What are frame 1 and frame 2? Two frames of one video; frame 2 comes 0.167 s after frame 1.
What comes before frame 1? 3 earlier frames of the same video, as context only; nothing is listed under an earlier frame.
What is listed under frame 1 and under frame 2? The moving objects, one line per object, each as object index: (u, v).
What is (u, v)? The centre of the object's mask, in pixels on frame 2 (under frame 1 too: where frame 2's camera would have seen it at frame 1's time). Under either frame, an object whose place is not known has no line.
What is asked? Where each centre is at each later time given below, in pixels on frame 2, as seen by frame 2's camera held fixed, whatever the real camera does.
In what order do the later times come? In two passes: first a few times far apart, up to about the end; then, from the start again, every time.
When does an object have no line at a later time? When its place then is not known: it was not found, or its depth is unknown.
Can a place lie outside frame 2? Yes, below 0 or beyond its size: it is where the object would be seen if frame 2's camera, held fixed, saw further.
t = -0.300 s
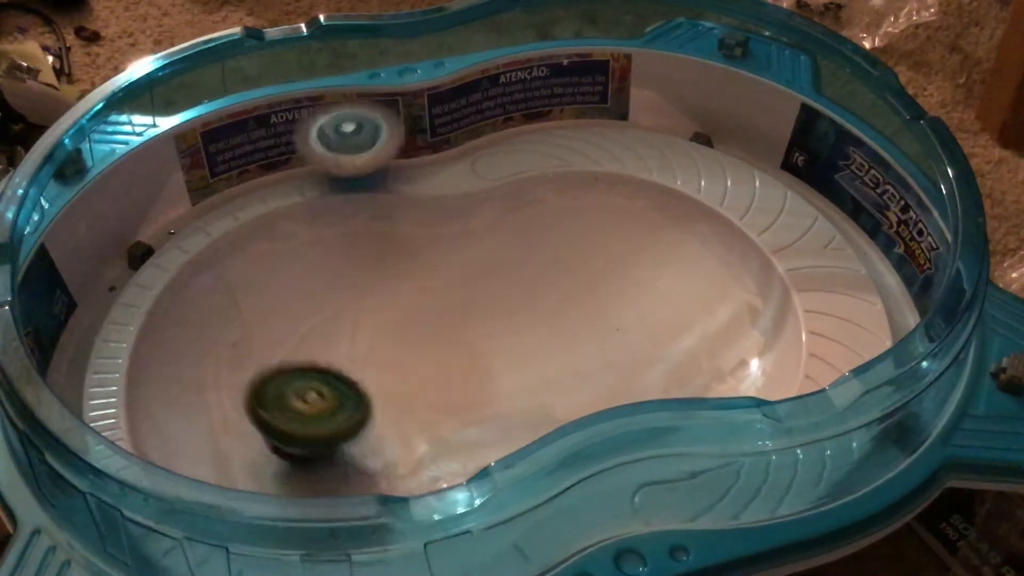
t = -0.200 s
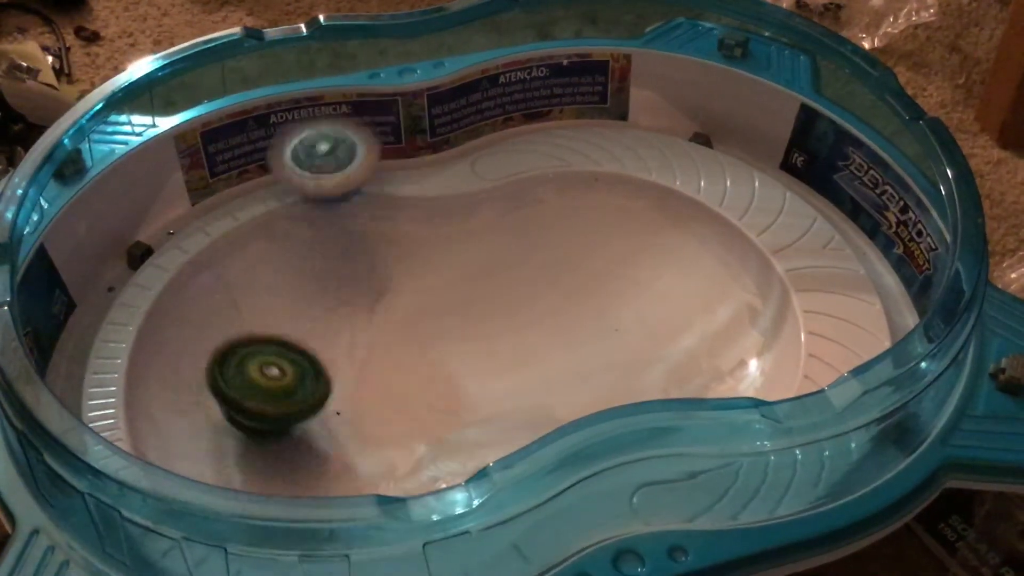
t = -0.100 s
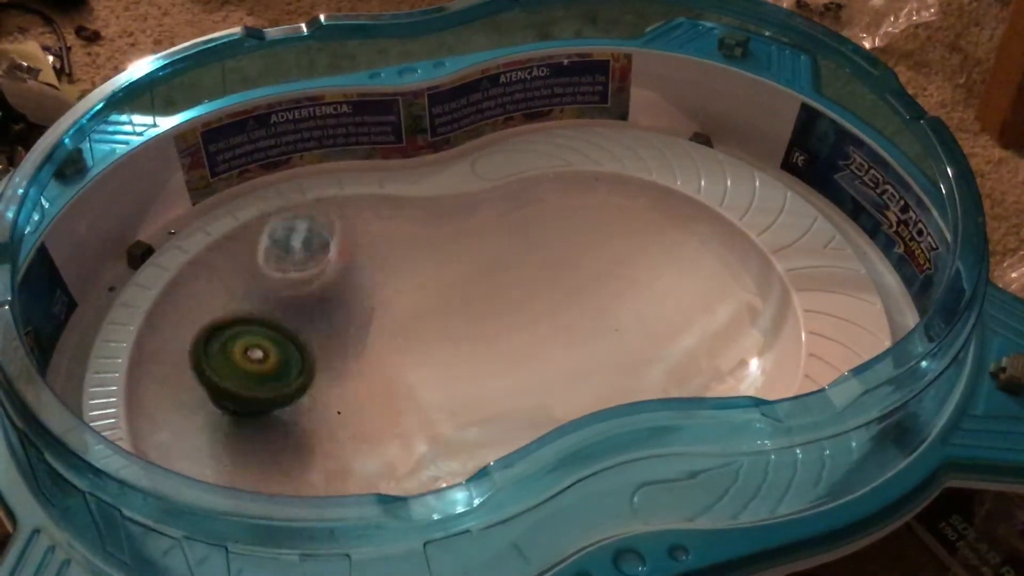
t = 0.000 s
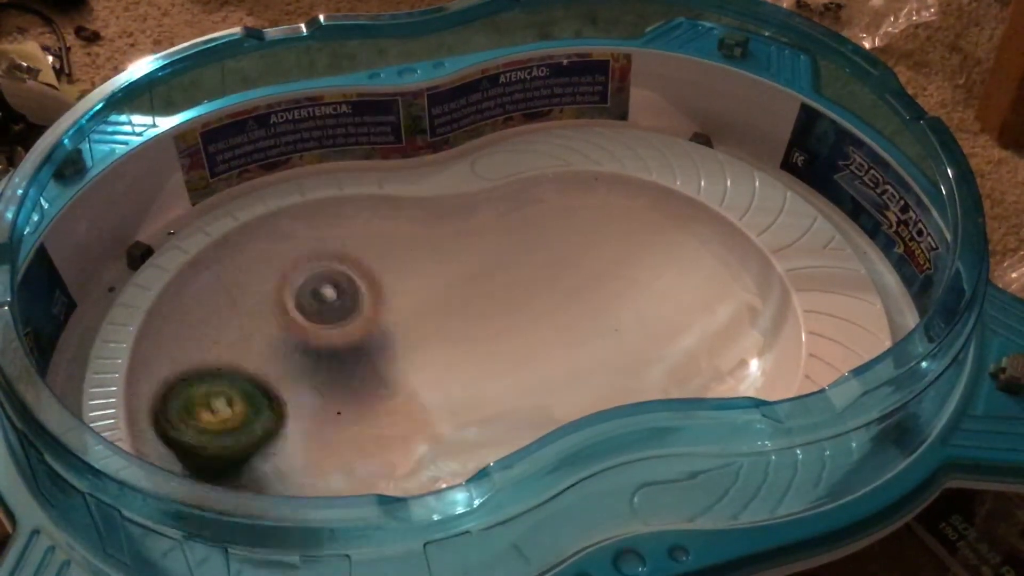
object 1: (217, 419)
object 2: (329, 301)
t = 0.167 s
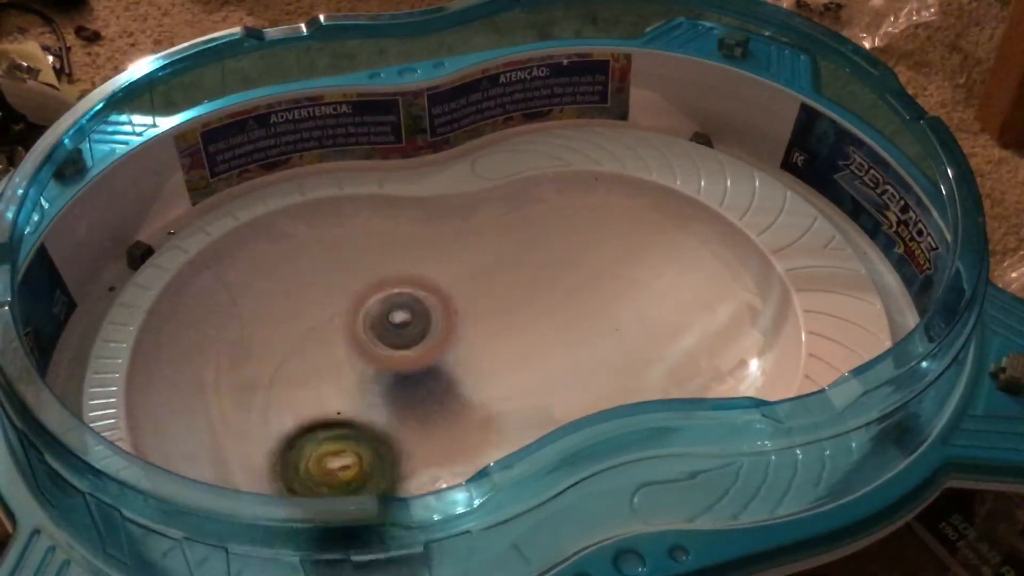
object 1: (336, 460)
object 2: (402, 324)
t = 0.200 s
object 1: (369, 456)
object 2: (419, 322)
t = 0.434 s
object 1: (406, 396)
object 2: (658, 271)
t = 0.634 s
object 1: (322, 391)
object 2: (667, 227)
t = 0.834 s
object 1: (291, 405)
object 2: (595, 321)
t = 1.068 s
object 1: (352, 383)
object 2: (762, 342)
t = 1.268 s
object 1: (398, 330)
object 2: (562, 263)
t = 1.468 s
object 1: (236, 381)
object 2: (449, 308)
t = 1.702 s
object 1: (295, 470)
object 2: (398, 381)
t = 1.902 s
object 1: (409, 458)
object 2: (439, 362)
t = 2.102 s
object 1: (405, 414)
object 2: (449, 290)
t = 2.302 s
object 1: (343, 367)
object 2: (375, 266)
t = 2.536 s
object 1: (263, 405)
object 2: (313, 266)
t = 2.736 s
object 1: (290, 443)
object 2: (413, 358)
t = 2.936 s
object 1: (376, 446)
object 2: (670, 367)
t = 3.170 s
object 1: (448, 363)
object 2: (666, 221)
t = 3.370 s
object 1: (396, 354)
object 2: (534, 281)
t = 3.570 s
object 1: (287, 383)
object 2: (547, 338)
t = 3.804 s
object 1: (279, 402)
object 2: (627, 368)
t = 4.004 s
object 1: (372, 389)
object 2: (658, 336)
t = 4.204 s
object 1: (473, 369)
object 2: (583, 292)
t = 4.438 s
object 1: (574, 373)
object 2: (447, 281)
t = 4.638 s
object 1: (636, 365)
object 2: (320, 335)
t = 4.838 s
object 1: (658, 332)
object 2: (305, 445)
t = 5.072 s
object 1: (621, 271)
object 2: (447, 424)
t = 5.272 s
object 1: (575, 255)
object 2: (466, 340)
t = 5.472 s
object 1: (536, 280)
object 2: (389, 285)
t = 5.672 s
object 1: (493, 327)
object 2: (296, 320)
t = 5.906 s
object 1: (442, 363)
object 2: (319, 443)
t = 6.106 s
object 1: (466, 352)
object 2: (390, 469)
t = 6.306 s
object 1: (495, 343)
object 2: (394, 415)
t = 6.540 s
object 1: (531, 337)
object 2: (297, 363)
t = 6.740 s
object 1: (549, 349)
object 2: (290, 352)
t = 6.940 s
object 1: (542, 348)
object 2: (368, 333)
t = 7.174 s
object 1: (564, 345)
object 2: (403, 322)
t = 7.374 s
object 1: (605, 361)
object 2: (398, 356)
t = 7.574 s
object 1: (612, 355)
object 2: (392, 399)
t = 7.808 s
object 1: (610, 313)
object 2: (373, 423)
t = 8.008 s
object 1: (623, 286)
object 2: (360, 408)
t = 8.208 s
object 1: (619, 285)
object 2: (361, 370)
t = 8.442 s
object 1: (582, 310)
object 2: (365, 333)
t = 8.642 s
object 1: (523, 312)
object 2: (369, 332)
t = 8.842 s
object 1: (464, 298)
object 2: (377, 371)
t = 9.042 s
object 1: (441, 309)
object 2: (358, 430)
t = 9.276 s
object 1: (404, 355)
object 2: (372, 440)
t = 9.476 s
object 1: (399, 318)
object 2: (347, 421)
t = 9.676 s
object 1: (414, 331)
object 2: (314, 391)
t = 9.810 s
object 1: (425, 364)
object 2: (295, 378)
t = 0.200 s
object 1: (369, 456)
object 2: (419, 322)
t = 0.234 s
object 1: (396, 448)
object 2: (437, 322)
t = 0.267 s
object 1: (419, 431)
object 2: (458, 322)
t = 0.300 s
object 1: (429, 409)
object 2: (484, 322)
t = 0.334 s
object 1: (425, 410)
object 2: (533, 302)
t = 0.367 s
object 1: (418, 407)
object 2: (581, 289)
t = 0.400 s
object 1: (413, 402)
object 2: (623, 281)
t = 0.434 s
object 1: (406, 396)
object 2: (658, 271)
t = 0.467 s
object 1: (395, 392)
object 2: (691, 252)
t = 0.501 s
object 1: (380, 391)
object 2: (706, 237)
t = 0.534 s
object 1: (363, 390)
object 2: (716, 218)
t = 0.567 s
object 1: (349, 389)
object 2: (710, 213)
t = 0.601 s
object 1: (334, 390)
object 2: (694, 218)
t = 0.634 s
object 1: (322, 391)
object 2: (667, 227)
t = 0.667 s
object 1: (311, 392)
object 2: (640, 232)
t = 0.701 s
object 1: (302, 394)
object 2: (618, 242)
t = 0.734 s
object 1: (295, 396)
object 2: (604, 253)
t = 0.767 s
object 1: (291, 399)
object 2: (592, 274)
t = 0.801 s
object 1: (289, 402)
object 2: (589, 298)
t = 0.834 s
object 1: (291, 405)
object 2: (595, 321)
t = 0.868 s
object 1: (295, 406)
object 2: (610, 347)
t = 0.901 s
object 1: (303, 406)
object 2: (633, 362)
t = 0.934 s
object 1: (311, 404)
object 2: (664, 368)
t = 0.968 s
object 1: (322, 401)
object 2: (695, 371)
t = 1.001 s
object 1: (332, 396)
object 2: (736, 366)
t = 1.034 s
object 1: (342, 390)
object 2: (758, 355)
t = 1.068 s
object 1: (352, 383)
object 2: (762, 342)
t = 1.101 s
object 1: (362, 375)
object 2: (753, 323)
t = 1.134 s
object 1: (371, 367)
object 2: (730, 300)
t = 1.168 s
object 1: (379, 356)
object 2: (695, 284)
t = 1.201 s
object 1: (386, 346)
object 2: (651, 271)
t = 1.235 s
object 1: (394, 337)
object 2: (607, 263)
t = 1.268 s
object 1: (398, 330)
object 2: (562, 263)
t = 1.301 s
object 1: (402, 324)
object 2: (512, 270)
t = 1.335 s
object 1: (375, 324)
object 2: (493, 273)
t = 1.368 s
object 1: (331, 338)
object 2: (490, 276)
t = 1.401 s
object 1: (289, 354)
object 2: (480, 285)
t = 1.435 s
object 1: (260, 367)
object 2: (466, 296)
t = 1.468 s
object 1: (236, 381)
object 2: (449, 308)
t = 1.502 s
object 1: (218, 396)
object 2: (433, 319)
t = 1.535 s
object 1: (206, 415)
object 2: (421, 329)
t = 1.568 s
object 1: (204, 429)
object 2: (414, 338)
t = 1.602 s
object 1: (216, 444)
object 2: (410, 348)
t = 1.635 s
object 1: (233, 456)
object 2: (403, 360)
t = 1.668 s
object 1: (265, 466)
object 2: (398, 370)
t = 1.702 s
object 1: (295, 470)
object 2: (398, 381)
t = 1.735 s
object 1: (325, 470)
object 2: (397, 390)
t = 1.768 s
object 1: (352, 469)
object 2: (401, 393)
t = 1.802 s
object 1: (365, 470)
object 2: (416, 383)
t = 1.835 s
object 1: (379, 469)
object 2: (426, 375)
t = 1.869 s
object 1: (395, 464)
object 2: (432, 368)
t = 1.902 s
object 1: (409, 458)
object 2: (439, 362)
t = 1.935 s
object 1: (422, 450)
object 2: (444, 355)
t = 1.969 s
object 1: (425, 441)
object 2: (451, 345)
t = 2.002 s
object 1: (419, 439)
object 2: (459, 327)
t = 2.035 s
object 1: (415, 433)
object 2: (460, 311)
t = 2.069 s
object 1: (411, 422)
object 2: (455, 298)
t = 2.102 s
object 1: (405, 414)
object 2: (449, 290)
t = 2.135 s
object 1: (398, 405)
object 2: (436, 282)
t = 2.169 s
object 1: (388, 397)
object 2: (422, 276)
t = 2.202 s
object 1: (377, 389)
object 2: (410, 271)
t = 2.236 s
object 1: (365, 381)
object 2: (400, 266)
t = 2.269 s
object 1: (355, 373)
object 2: (390, 266)
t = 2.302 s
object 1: (343, 367)
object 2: (375, 266)
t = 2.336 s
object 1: (332, 361)
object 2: (366, 265)
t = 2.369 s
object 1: (311, 369)
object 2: (364, 252)
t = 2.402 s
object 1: (291, 377)
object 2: (360, 240)
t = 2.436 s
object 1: (281, 383)
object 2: (348, 236)
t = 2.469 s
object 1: (271, 389)
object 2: (330, 240)
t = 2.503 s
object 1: (263, 397)
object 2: (318, 253)
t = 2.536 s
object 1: (263, 405)
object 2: (313, 266)
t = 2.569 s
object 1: (261, 410)
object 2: (313, 284)
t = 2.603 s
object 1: (263, 414)
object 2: (321, 304)
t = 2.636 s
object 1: (271, 418)
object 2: (333, 326)
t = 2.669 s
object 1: (284, 422)
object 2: (350, 339)
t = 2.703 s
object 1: (286, 435)
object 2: (380, 350)
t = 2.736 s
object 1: (290, 443)
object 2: (413, 358)
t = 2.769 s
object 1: (303, 448)
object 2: (446, 364)
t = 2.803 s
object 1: (317, 452)
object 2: (485, 372)
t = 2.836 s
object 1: (331, 453)
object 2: (527, 375)
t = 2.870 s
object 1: (344, 452)
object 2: (574, 374)
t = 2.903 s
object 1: (361, 450)
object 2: (617, 371)
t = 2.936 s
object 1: (376, 446)
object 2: (670, 367)
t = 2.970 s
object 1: (392, 439)
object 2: (717, 358)
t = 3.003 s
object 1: (403, 425)
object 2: (753, 342)
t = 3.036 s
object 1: (415, 412)
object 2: (769, 302)
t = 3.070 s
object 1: (425, 399)
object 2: (765, 273)
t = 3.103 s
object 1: (434, 387)
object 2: (741, 249)
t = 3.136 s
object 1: (442, 375)
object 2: (705, 230)
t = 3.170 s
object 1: (448, 363)
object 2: (666, 221)
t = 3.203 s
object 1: (455, 354)
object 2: (627, 226)
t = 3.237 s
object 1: (459, 344)
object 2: (586, 234)
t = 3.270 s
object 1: (464, 336)
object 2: (552, 247)
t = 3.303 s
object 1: (445, 335)
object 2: (539, 267)
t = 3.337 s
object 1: (418, 345)
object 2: (537, 273)
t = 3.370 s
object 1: (396, 354)
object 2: (534, 281)
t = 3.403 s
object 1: (371, 360)
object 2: (532, 290)
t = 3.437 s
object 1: (352, 364)
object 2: (531, 300)
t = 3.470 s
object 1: (334, 370)
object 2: (534, 309)
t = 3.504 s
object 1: (316, 375)
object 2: (536, 320)
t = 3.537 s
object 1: (297, 380)
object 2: (541, 329)
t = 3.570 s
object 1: (287, 383)
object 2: (547, 338)
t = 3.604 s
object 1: (274, 385)
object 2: (555, 347)
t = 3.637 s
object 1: (266, 388)
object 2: (565, 355)
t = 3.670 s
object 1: (262, 391)
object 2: (577, 362)
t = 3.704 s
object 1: (261, 395)
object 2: (588, 365)
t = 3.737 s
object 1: (260, 396)
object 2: (600, 367)
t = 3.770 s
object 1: (270, 398)
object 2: (613, 368)
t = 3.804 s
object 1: (279, 402)
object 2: (627, 368)
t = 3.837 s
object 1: (291, 402)
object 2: (639, 367)
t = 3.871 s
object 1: (305, 400)
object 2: (651, 364)
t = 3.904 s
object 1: (321, 399)
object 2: (659, 361)
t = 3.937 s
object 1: (337, 397)
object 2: (663, 356)
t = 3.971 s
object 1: (355, 391)
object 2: (662, 347)
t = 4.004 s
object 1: (372, 389)
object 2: (658, 336)
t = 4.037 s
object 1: (389, 383)
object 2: (650, 325)
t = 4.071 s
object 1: (405, 378)
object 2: (639, 317)
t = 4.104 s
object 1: (424, 373)
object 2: (627, 309)
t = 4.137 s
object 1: (440, 371)
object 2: (614, 303)
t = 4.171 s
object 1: (457, 368)
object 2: (600, 296)
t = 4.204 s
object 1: (473, 369)
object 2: (583, 292)
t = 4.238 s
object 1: (489, 365)
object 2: (568, 289)
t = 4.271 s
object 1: (507, 367)
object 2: (551, 283)
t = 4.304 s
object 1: (520, 367)
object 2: (534, 279)
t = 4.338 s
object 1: (533, 369)
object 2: (511, 276)
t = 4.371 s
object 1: (549, 372)
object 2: (492, 277)
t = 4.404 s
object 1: (562, 374)
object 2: (470, 276)
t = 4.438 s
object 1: (574, 373)
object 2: (447, 281)
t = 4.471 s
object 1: (588, 374)
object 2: (422, 285)
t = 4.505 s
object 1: (597, 372)
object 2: (400, 292)
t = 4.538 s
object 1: (609, 372)
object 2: (376, 298)
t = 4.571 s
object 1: (618, 370)
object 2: (356, 309)
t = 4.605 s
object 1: (629, 368)
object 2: (337, 318)
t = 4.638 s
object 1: (636, 365)
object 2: (320, 335)
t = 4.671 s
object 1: (643, 362)
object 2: (309, 350)
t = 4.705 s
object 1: (649, 359)
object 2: (298, 368)
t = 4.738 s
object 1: (654, 354)
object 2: (294, 387)
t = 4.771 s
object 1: (657, 349)
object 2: (291, 409)
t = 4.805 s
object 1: (658, 340)
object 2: (295, 425)
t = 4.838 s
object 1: (658, 332)
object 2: (305, 445)
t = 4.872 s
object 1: (656, 322)
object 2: (323, 454)
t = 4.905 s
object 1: (653, 313)
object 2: (349, 460)
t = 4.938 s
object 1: (648, 303)
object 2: (377, 461)
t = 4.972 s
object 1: (643, 295)
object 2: (404, 457)
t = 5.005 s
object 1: (636, 285)
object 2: (422, 451)
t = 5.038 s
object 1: (629, 277)
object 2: (436, 440)
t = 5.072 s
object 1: (621, 271)
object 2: (447, 424)
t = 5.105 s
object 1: (613, 265)
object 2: (458, 409)
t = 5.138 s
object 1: (606, 261)
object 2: (467, 395)
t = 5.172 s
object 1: (597, 257)
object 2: (474, 380)
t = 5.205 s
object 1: (590, 256)
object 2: (475, 366)
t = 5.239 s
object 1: (582, 254)
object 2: (471, 354)
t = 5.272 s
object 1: (575, 255)
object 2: (466, 340)
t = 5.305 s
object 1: (568, 257)
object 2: (459, 326)
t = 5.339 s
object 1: (562, 259)
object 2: (450, 315)
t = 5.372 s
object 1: (555, 263)
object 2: (440, 306)
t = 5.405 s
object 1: (549, 268)
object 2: (423, 298)
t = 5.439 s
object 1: (543, 274)
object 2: (406, 292)
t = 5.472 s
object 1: (536, 280)
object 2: (389, 285)
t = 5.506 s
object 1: (530, 288)
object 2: (371, 280)
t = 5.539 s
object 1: (523, 295)
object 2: (356, 277)
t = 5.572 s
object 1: (517, 303)
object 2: (340, 282)
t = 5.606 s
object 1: (509, 311)
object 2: (322, 290)
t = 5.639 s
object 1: (502, 319)
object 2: (307, 302)
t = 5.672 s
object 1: (493, 327)
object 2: (296, 320)
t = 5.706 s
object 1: (484, 335)
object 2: (291, 337)
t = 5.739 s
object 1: (472, 344)
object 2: (289, 356)
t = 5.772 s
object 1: (462, 350)
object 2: (293, 373)
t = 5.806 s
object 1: (450, 357)
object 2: (304, 394)
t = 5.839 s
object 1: (437, 363)
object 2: (317, 408)
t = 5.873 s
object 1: (431, 365)
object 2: (323, 421)
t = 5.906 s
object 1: (442, 363)
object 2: (319, 443)
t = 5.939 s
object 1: (447, 361)
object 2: (323, 453)
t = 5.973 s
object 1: (452, 359)
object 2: (331, 461)
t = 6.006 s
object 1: (454, 357)
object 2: (341, 468)
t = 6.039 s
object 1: (458, 355)
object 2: (356, 470)
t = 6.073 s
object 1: (462, 353)
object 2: (373, 471)
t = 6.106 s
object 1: (466, 352)
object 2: (390, 469)
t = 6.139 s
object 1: (468, 352)
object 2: (401, 464)
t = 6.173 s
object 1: (471, 351)
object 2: (413, 458)
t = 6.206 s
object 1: (475, 351)
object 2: (421, 448)
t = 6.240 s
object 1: (477, 349)
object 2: (420, 435)
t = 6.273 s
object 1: (487, 344)
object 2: (410, 424)
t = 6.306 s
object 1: (495, 343)
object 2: (394, 415)
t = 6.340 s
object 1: (498, 342)
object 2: (380, 407)
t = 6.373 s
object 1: (501, 337)
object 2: (364, 399)
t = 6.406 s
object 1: (509, 335)
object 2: (350, 390)
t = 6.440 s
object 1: (517, 336)
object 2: (333, 383)
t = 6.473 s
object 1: (520, 337)
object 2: (321, 375)
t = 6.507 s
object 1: (524, 337)
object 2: (307, 369)
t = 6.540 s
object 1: (531, 337)
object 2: (297, 363)
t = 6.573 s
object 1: (538, 340)
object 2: (289, 358)
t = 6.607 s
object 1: (539, 343)
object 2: (283, 355)
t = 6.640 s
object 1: (541, 344)
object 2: (280, 353)
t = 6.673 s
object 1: (546, 345)
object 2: (280, 353)
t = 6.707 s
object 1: (549, 347)
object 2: (282, 353)
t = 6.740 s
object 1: (549, 349)
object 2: (290, 352)
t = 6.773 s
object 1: (549, 351)
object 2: (301, 350)
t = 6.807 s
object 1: (549, 351)
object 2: (313, 349)
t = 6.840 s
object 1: (551, 351)
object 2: (324, 346)
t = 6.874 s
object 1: (549, 351)
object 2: (340, 341)
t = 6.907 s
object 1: (544, 350)
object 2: (354, 336)
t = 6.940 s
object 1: (542, 348)
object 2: (368, 333)
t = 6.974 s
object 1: (541, 346)
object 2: (382, 328)
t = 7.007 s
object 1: (537, 343)
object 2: (392, 325)
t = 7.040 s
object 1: (530, 341)
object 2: (403, 325)
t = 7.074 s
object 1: (531, 338)
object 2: (409, 323)
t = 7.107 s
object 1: (543, 344)
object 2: (407, 321)
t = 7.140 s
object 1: (552, 342)
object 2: (406, 321)
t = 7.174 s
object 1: (564, 345)
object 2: (403, 322)
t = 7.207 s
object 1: (573, 349)
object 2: (402, 326)
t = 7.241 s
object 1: (580, 353)
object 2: (399, 329)
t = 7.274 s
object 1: (585, 356)
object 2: (398, 335)
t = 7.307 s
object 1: (592, 357)
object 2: (397, 341)
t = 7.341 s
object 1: (600, 359)
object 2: (398, 348)
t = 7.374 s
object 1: (605, 361)
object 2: (398, 356)
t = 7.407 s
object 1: (606, 362)
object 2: (396, 365)
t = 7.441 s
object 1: (607, 362)
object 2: (395, 372)
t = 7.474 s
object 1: (611, 362)
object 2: (395, 380)
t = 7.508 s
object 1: (613, 360)
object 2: (394, 387)
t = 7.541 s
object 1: (614, 358)
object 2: (391, 394)
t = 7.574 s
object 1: (612, 355)
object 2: (392, 399)
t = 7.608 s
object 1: (611, 350)
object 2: (390, 406)
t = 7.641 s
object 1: (611, 345)
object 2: (389, 410)
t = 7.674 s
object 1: (612, 341)
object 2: (385, 415)
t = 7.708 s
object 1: (611, 334)
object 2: (384, 418)
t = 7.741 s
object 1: (609, 327)
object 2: (379, 420)
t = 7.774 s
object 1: (609, 319)
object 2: (378, 421)
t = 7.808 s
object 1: (610, 313)
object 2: (373, 423)
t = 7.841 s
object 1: (612, 307)
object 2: (371, 422)
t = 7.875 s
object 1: (614, 302)
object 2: (368, 421)
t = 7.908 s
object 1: (615, 297)
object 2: (365, 420)
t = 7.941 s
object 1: (616, 292)
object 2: (363, 417)
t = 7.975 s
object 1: (619, 288)
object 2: (361, 413)
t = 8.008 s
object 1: (623, 286)
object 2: (360, 408)
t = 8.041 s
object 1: (623, 284)
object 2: (358, 403)
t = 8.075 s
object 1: (623, 282)
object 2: (359, 398)
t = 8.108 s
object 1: (622, 281)
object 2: (358, 391)
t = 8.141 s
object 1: (622, 281)
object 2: (360, 384)
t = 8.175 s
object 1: (621, 283)
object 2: (358, 378)
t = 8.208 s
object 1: (619, 285)
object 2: (361, 370)
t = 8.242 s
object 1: (616, 288)
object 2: (360, 363)
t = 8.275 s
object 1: (612, 292)
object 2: (361, 355)
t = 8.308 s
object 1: (607, 297)
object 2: (361, 349)
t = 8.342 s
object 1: (601, 300)
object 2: (362, 343)
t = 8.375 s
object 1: (595, 305)
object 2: (363, 340)
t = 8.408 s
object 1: (588, 307)
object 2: (366, 336)
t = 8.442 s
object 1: (582, 310)
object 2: (365, 333)
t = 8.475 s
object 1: (573, 312)
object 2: (367, 329)
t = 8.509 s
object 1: (563, 313)
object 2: (367, 328)
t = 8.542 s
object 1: (553, 314)
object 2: (367, 328)
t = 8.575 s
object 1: (544, 314)
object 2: (368, 328)
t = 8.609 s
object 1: (534, 313)
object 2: (368, 331)
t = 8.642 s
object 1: (523, 312)
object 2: (369, 332)
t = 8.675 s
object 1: (512, 310)
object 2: (371, 340)
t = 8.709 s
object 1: (500, 308)
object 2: (370, 342)
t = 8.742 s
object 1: (490, 305)
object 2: (376, 349)
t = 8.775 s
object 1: (481, 303)
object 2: (377, 356)
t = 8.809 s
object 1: (472, 301)
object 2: (379, 361)
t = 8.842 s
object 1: (464, 298)
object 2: (377, 371)
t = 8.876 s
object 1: (461, 296)
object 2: (373, 379)
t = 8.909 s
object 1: (458, 296)
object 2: (367, 392)
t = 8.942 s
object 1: (453, 298)
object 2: (363, 400)
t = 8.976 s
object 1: (447, 301)
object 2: (362, 411)
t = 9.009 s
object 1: (442, 303)
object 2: (357, 421)
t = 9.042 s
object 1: (441, 309)
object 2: (358, 430)
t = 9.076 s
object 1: (438, 315)
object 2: (360, 436)
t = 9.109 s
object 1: (435, 323)
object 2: (360, 440)
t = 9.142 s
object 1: (430, 331)
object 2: (364, 442)
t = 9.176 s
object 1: (423, 340)
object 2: (365, 443)
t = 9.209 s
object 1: (416, 348)
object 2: (371, 442)
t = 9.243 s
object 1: (409, 353)
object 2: (372, 441)
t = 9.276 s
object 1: (404, 355)
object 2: (372, 440)
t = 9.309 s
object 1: (400, 354)
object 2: (373, 438)
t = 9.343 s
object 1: (403, 352)
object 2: (366, 437)
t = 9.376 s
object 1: (404, 341)
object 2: (360, 433)
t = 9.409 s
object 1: (401, 331)
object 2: (357, 432)
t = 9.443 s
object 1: (400, 323)
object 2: (351, 429)
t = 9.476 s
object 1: (399, 318)
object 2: (347, 421)
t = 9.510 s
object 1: (397, 316)
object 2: (346, 417)
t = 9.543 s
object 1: (395, 315)
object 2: (341, 409)
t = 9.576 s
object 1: (392, 315)
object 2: (340, 401)
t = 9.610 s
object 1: (396, 321)
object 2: (325, 396)
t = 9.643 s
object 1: (405, 326)
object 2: (320, 391)
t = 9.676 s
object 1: (414, 331)
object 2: (314, 391)
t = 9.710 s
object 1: (420, 340)
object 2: (304, 388)
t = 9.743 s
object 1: (423, 350)
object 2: (302, 383)
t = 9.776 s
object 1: (423, 359)
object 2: (301, 382)
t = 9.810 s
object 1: (425, 364)
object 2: (295, 378)
